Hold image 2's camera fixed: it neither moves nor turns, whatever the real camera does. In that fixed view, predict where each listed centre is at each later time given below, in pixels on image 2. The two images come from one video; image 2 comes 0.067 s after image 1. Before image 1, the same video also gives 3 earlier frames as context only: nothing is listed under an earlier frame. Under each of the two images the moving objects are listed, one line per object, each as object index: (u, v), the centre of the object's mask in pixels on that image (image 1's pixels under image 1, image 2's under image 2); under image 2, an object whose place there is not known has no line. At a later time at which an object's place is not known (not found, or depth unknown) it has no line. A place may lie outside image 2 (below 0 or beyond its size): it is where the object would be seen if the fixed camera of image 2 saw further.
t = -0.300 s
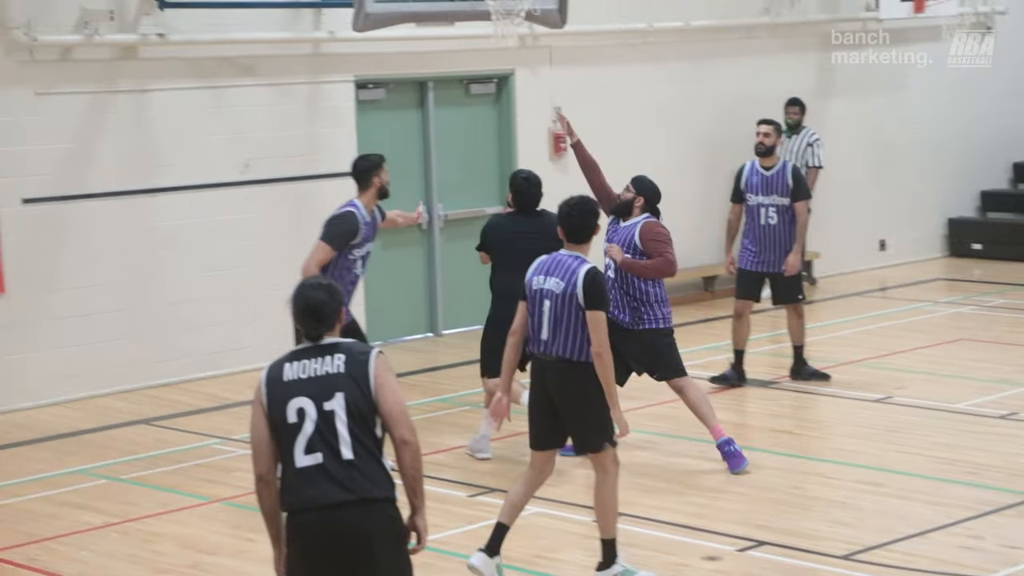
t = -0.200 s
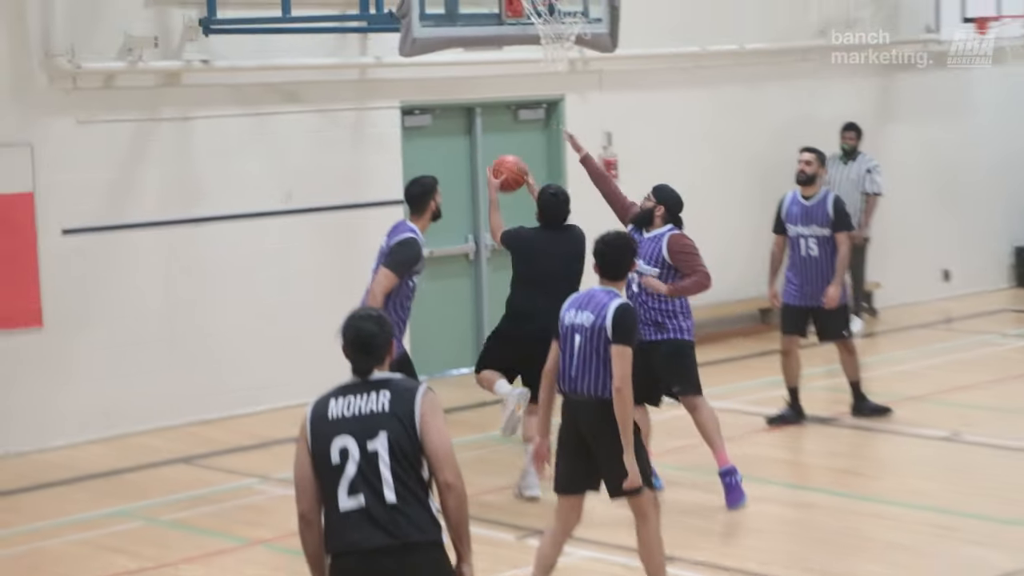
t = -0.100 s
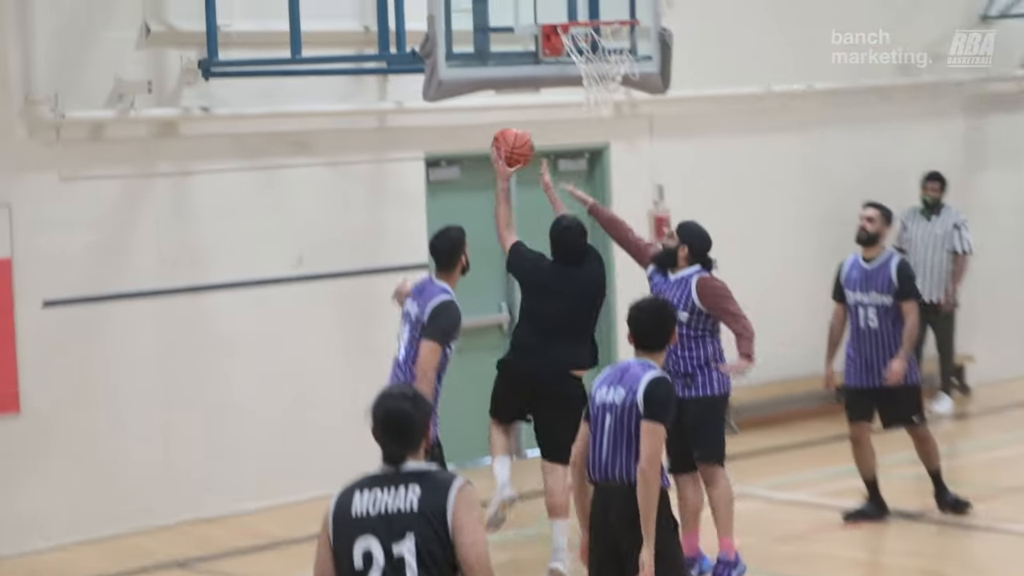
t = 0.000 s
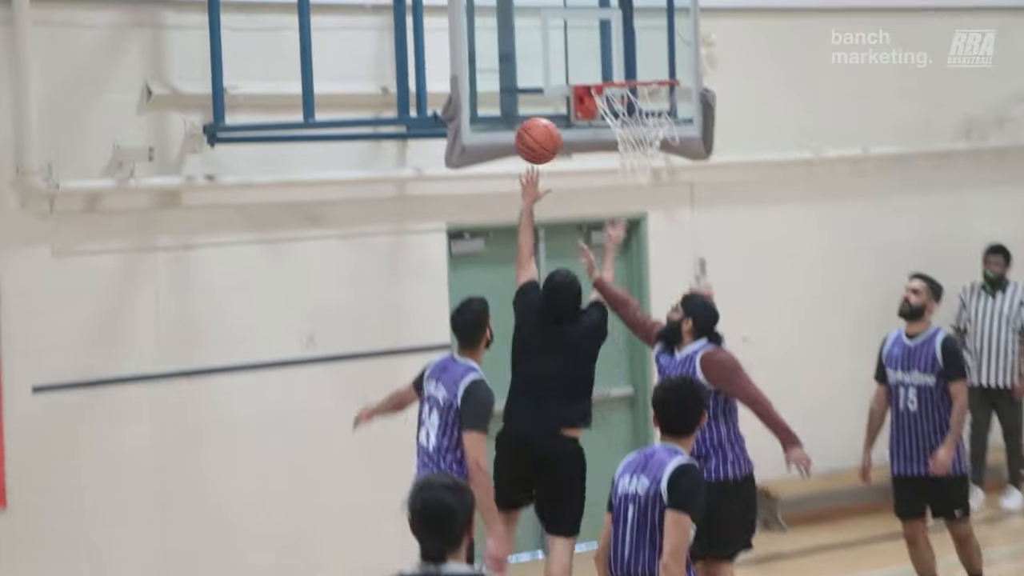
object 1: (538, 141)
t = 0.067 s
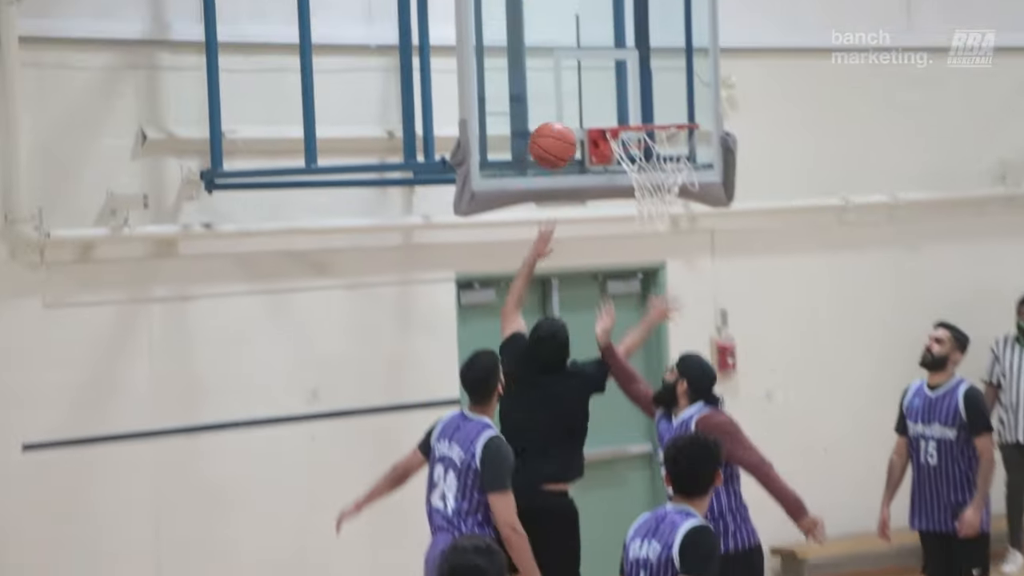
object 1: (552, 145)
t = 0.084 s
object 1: (553, 137)
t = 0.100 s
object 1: (553, 129)
